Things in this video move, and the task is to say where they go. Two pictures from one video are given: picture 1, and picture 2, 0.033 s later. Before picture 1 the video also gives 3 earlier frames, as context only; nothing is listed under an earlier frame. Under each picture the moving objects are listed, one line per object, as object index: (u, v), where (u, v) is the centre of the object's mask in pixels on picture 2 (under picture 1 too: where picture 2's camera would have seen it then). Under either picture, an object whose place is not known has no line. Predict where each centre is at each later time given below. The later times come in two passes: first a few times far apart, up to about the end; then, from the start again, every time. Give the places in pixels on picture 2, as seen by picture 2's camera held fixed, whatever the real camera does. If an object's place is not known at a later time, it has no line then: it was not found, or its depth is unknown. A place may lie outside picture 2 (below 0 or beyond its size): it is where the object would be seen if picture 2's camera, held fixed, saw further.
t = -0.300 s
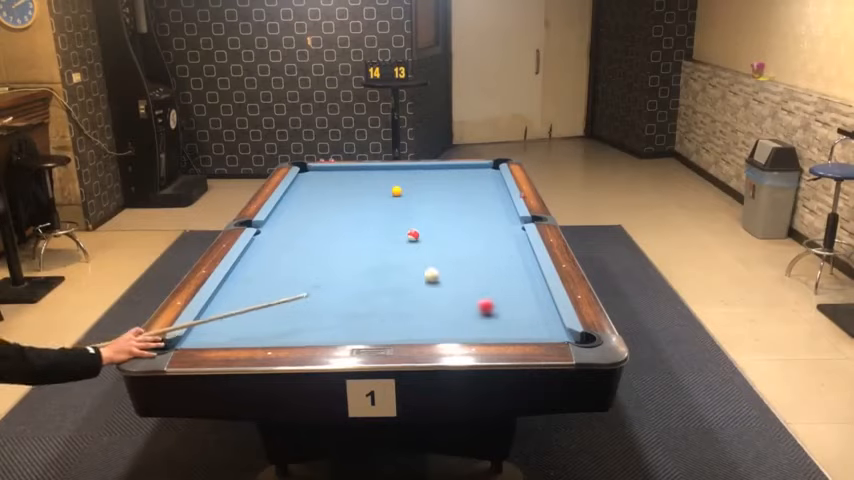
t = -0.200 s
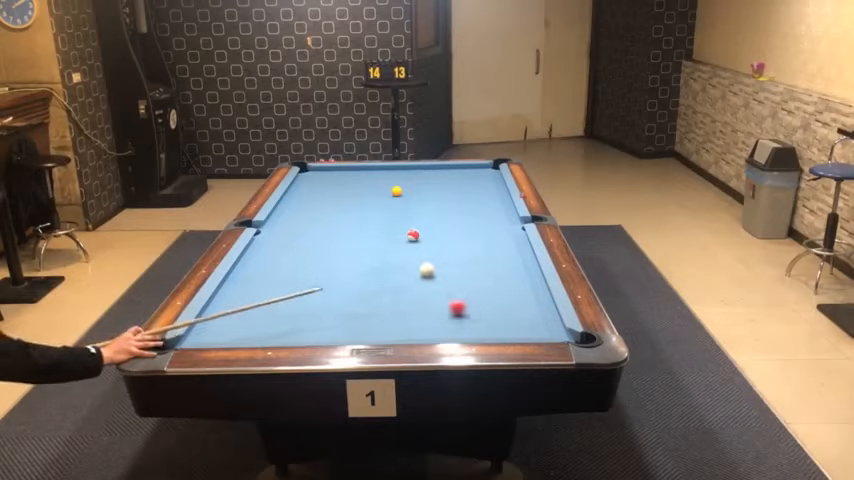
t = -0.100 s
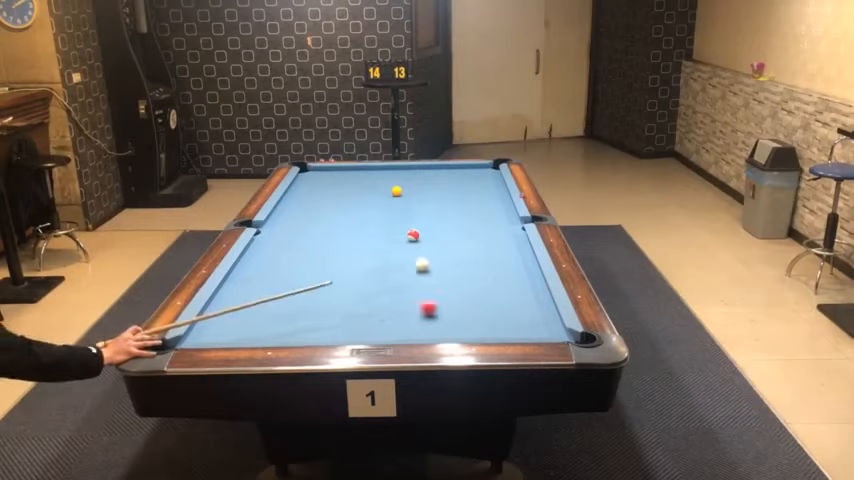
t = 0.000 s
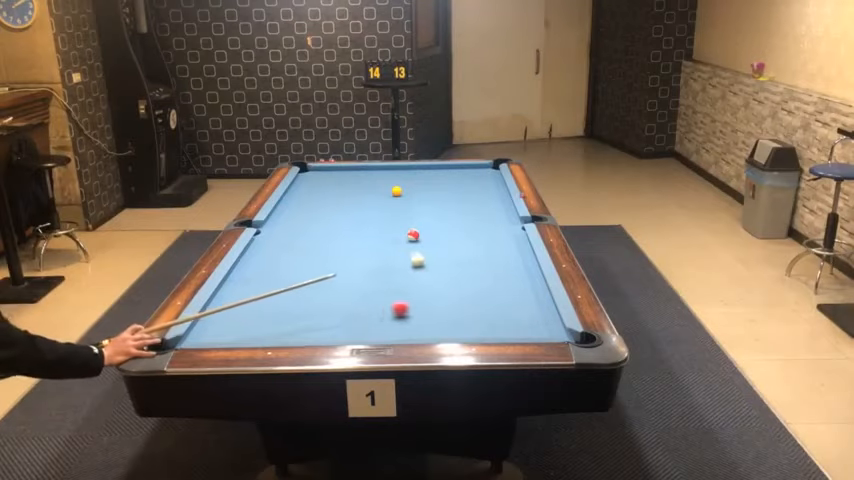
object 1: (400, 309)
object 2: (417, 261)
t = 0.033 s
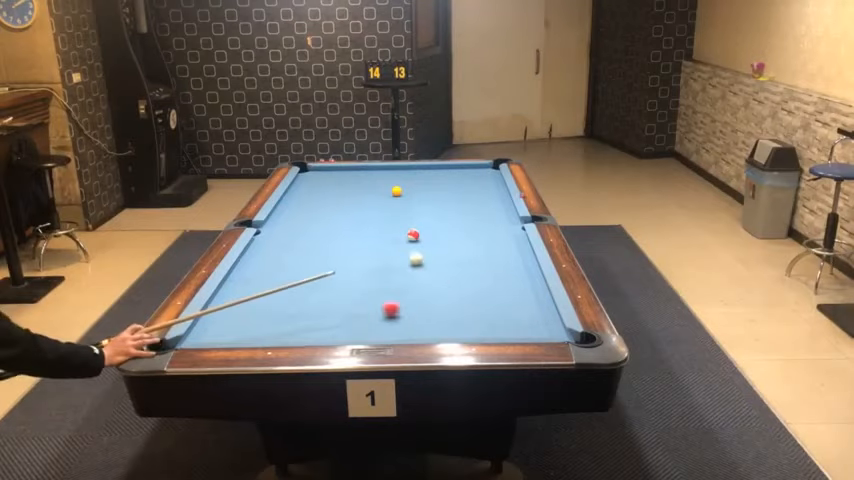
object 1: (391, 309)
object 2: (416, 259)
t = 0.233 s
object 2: (407, 251)
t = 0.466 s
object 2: (399, 241)
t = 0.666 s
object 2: (392, 234)
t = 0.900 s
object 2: (385, 226)
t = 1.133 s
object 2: (378, 220)
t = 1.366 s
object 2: (372, 214)
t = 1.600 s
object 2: (367, 208)
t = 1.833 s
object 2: (362, 203)
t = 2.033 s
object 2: (358, 199)
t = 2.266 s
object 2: (354, 195)
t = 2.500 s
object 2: (350, 191)
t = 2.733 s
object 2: (347, 187)
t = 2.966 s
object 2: (344, 184)
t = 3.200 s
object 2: (341, 181)
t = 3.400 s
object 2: (339, 179)
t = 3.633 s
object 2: (337, 176)
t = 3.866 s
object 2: (335, 173)
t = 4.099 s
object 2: (333, 171)
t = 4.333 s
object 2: (331, 169)
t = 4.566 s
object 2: (330, 168)
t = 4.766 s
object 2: (328, 168)
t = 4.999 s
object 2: (327, 169)
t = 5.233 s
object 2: (326, 170)
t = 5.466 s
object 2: (324, 171)
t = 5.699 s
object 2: (324, 171)
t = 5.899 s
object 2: (324, 171)
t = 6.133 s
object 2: (324, 172)
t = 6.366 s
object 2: (323, 172)
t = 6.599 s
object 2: (323, 172)
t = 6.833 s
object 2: (323, 172)
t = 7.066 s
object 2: (323, 172)
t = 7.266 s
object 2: (323, 172)
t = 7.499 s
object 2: (323, 172)
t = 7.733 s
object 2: (323, 172)
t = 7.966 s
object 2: (323, 172)
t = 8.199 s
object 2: (323, 172)
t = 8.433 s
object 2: (323, 172)
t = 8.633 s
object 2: (323, 172)
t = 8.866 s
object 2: (323, 172)
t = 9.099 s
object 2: (323, 172)
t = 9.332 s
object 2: (323, 172)
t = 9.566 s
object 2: (323, 171)
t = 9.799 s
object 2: (323, 172)
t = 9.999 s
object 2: (323, 172)
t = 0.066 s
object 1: (381, 310)
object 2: (414, 258)
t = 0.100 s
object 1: (371, 310)
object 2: (413, 256)
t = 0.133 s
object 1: (362, 310)
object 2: (411, 255)
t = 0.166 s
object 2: (410, 253)
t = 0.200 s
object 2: (409, 252)
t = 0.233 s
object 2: (407, 251)
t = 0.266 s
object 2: (406, 249)
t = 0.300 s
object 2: (405, 248)
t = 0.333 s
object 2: (404, 246)
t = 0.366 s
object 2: (403, 245)
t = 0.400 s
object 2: (401, 244)
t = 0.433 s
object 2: (400, 242)
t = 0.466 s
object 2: (399, 241)
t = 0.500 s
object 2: (398, 240)
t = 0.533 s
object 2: (396, 239)
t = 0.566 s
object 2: (396, 238)
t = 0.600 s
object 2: (394, 236)
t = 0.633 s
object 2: (393, 235)
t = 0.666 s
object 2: (392, 234)
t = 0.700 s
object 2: (391, 233)
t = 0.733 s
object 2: (390, 232)
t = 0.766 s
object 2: (389, 231)
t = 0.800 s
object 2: (388, 230)
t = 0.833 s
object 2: (387, 229)
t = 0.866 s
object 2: (386, 228)
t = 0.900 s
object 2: (385, 226)
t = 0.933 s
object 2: (384, 225)
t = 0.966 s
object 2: (383, 225)
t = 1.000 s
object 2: (382, 224)
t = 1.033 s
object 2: (381, 223)
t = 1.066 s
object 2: (380, 222)
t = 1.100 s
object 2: (379, 221)
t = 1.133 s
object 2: (378, 220)
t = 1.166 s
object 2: (377, 219)
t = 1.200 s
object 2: (376, 218)
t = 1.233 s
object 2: (376, 217)
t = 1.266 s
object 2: (375, 216)
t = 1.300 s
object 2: (374, 215)
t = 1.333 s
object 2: (373, 215)
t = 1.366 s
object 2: (372, 214)
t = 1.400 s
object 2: (372, 213)
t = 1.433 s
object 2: (371, 212)
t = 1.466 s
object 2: (370, 211)
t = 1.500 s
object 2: (369, 210)
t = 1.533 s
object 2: (369, 210)
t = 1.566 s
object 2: (368, 209)
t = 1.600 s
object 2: (367, 208)
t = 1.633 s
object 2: (366, 208)
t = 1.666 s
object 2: (365, 207)
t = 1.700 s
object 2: (365, 206)
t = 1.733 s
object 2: (365, 205)
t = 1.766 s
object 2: (364, 204)
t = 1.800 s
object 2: (363, 204)
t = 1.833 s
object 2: (362, 203)
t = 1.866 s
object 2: (362, 202)
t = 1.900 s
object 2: (361, 202)
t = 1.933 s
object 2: (360, 201)
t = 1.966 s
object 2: (360, 200)
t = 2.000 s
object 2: (359, 200)
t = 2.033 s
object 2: (358, 199)
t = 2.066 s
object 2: (358, 198)
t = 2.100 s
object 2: (357, 197)
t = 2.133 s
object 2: (357, 197)
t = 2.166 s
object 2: (356, 197)
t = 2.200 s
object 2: (355, 196)
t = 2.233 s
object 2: (355, 195)
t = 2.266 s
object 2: (354, 195)
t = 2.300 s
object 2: (354, 194)
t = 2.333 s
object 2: (353, 193)
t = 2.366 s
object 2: (353, 193)
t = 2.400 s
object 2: (352, 192)
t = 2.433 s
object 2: (352, 192)
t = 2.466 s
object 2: (351, 191)
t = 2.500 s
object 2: (350, 191)
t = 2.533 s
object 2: (350, 190)
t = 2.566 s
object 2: (349, 189)
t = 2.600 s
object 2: (349, 189)
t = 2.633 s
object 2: (349, 189)
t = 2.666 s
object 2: (348, 188)
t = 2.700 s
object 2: (348, 188)
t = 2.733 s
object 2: (347, 187)
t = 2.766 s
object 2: (347, 186)
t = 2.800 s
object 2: (346, 186)
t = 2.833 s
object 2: (346, 186)
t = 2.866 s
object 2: (345, 185)
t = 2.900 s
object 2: (345, 184)
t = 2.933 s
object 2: (344, 184)
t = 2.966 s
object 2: (344, 184)
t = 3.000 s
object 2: (343, 183)
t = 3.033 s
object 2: (343, 183)
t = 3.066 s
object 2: (343, 182)
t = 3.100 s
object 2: (342, 182)
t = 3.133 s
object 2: (342, 181)
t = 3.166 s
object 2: (342, 181)
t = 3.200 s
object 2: (341, 181)
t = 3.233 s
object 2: (341, 180)
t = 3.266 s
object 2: (340, 180)
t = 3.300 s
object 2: (340, 180)
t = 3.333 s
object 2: (340, 179)
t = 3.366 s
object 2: (339, 179)
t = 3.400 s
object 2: (339, 179)
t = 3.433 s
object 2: (339, 179)
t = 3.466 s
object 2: (338, 178)
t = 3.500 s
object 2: (338, 177)
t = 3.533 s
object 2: (338, 177)
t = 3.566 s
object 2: (337, 177)
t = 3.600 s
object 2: (337, 176)
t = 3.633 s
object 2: (337, 176)
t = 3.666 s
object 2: (337, 175)
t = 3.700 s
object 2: (336, 175)
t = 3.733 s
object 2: (336, 175)
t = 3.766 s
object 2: (336, 174)
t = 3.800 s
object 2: (336, 174)
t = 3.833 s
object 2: (335, 174)
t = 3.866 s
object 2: (335, 173)
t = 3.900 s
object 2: (334, 173)
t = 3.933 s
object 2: (334, 173)
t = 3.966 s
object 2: (334, 172)
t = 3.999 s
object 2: (334, 172)
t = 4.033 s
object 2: (334, 172)
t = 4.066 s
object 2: (333, 172)
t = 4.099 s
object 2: (333, 171)
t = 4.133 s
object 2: (333, 171)
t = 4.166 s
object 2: (332, 171)
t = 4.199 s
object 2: (332, 171)
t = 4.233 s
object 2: (332, 170)
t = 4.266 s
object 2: (332, 170)
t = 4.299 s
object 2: (331, 170)
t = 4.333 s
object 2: (331, 169)
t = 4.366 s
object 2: (331, 169)
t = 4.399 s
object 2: (331, 169)
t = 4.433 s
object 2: (330, 168)
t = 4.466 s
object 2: (330, 168)
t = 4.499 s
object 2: (330, 168)
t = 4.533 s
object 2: (330, 168)
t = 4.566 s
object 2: (330, 168)
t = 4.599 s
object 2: (329, 168)
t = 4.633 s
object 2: (329, 168)
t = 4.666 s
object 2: (329, 168)
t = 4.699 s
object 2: (328, 168)
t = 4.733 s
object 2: (328, 168)
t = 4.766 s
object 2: (328, 168)
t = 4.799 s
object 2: (328, 169)
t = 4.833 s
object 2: (327, 169)
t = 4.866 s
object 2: (327, 169)
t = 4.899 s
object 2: (327, 169)
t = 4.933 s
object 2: (327, 169)
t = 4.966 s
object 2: (327, 169)
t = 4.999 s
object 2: (327, 169)
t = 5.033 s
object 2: (327, 169)
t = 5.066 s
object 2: (327, 169)
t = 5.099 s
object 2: (326, 170)
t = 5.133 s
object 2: (326, 170)
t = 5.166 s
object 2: (326, 170)
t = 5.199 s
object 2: (326, 170)
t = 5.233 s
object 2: (326, 170)
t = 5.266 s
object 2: (325, 170)
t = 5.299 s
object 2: (325, 170)
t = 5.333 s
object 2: (325, 171)
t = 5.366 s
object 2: (325, 170)
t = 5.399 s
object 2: (325, 170)
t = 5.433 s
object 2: (325, 170)
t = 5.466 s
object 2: (324, 171)
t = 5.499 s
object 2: (324, 171)
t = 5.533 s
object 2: (325, 171)
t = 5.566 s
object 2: (325, 171)
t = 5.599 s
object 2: (324, 171)
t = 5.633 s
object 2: (324, 171)
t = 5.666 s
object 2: (324, 171)
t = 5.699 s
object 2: (324, 171)
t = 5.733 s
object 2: (324, 171)
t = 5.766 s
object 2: (324, 171)
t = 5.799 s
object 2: (324, 171)
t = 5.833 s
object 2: (324, 171)
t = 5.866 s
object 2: (324, 171)
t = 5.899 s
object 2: (324, 171)
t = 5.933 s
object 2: (324, 171)
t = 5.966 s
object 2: (324, 171)
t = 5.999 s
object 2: (323, 171)
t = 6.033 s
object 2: (323, 171)
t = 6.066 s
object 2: (324, 172)
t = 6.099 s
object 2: (324, 172)
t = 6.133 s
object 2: (324, 172)
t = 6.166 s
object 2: (324, 172)
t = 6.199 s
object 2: (323, 171)
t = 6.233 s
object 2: (323, 171)
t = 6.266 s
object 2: (323, 171)
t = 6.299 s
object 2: (323, 171)
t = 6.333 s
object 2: (323, 171)
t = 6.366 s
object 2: (323, 172)
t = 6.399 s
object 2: (323, 172)
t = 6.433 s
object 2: (323, 172)
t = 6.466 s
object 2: (323, 171)
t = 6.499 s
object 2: (323, 172)
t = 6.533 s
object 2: (323, 171)
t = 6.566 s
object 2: (323, 172)
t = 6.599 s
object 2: (323, 172)
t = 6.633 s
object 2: (323, 171)
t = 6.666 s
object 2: (323, 172)
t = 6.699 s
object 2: (323, 172)
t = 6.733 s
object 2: (323, 172)
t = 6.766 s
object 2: (323, 172)
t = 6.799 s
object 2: (323, 172)
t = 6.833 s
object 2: (323, 172)
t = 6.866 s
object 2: (323, 172)
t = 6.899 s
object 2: (323, 172)
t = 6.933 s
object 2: (323, 172)
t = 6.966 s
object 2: (323, 172)
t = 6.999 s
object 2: (323, 172)
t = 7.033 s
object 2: (323, 172)
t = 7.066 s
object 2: (323, 172)
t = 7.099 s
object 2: (323, 172)
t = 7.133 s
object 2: (323, 172)
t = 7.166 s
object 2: (323, 172)
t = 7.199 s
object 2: (323, 172)
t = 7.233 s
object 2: (323, 172)
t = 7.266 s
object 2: (323, 172)
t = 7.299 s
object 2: (323, 172)
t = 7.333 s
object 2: (323, 172)
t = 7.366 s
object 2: (323, 172)
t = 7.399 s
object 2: (323, 172)
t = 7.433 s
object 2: (323, 172)
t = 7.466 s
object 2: (323, 172)
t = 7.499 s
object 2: (323, 172)
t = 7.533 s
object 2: (323, 172)
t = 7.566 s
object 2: (323, 172)
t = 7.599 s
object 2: (323, 172)
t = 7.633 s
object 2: (323, 172)
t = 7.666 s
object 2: (323, 172)
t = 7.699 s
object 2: (323, 172)
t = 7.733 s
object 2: (323, 172)
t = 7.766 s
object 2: (323, 172)
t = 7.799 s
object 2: (323, 172)
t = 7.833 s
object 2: (323, 172)
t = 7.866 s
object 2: (323, 172)
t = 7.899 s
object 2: (323, 172)
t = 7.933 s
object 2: (323, 172)
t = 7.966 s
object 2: (323, 172)
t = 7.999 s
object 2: (323, 172)
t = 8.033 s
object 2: (323, 172)
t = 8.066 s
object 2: (323, 172)
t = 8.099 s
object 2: (323, 172)
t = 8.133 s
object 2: (323, 172)
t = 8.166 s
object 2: (323, 172)
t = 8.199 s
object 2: (323, 172)
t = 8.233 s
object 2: (323, 172)
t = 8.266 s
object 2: (323, 172)
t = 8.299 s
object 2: (323, 172)
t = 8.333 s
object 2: (323, 172)
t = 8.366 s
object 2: (323, 172)
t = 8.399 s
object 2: (323, 172)
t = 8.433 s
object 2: (323, 172)
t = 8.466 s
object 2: (323, 172)
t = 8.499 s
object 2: (323, 172)
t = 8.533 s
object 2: (323, 172)
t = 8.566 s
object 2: (323, 172)
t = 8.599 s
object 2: (323, 172)
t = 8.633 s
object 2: (323, 172)
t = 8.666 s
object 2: (323, 172)
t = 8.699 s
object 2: (323, 172)
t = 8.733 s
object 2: (323, 172)
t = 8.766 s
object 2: (323, 172)
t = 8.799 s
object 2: (323, 172)
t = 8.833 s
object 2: (323, 172)
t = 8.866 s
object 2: (323, 172)
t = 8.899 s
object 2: (323, 172)
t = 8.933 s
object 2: (323, 172)
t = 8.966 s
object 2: (323, 172)
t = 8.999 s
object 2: (323, 172)
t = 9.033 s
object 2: (323, 172)
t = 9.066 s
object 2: (323, 172)
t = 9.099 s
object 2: (323, 172)
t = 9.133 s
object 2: (323, 172)
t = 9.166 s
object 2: (323, 172)
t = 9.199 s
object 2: (323, 172)
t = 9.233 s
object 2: (323, 172)
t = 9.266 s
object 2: (323, 172)
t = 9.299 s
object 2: (324, 172)
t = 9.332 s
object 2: (323, 172)
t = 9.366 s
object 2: (323, 171)
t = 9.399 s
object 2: (323, 171)
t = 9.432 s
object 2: (323, 171)
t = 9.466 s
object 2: (323, 172)
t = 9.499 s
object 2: (324, 171)
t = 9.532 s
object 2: (323, 172)
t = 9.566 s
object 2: (323, 171)
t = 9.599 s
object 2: (323, 172)
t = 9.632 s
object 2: (323, 172)
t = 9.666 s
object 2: (323, 172)
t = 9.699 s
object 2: (323, 172)
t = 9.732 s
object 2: (323, 172)
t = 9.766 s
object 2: (323, 171)
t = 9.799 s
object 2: (323, 172)
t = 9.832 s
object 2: (323, 172)
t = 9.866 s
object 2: (323, 172)
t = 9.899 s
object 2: (323, 171)
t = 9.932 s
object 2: (323, 172)
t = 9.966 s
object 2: (323, 172)
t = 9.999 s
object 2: (323, 172)
